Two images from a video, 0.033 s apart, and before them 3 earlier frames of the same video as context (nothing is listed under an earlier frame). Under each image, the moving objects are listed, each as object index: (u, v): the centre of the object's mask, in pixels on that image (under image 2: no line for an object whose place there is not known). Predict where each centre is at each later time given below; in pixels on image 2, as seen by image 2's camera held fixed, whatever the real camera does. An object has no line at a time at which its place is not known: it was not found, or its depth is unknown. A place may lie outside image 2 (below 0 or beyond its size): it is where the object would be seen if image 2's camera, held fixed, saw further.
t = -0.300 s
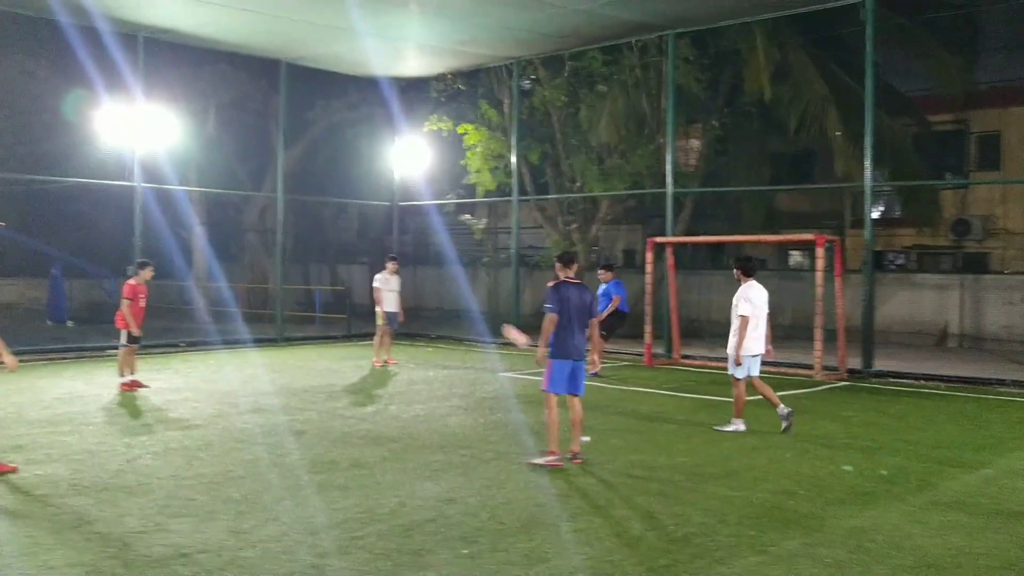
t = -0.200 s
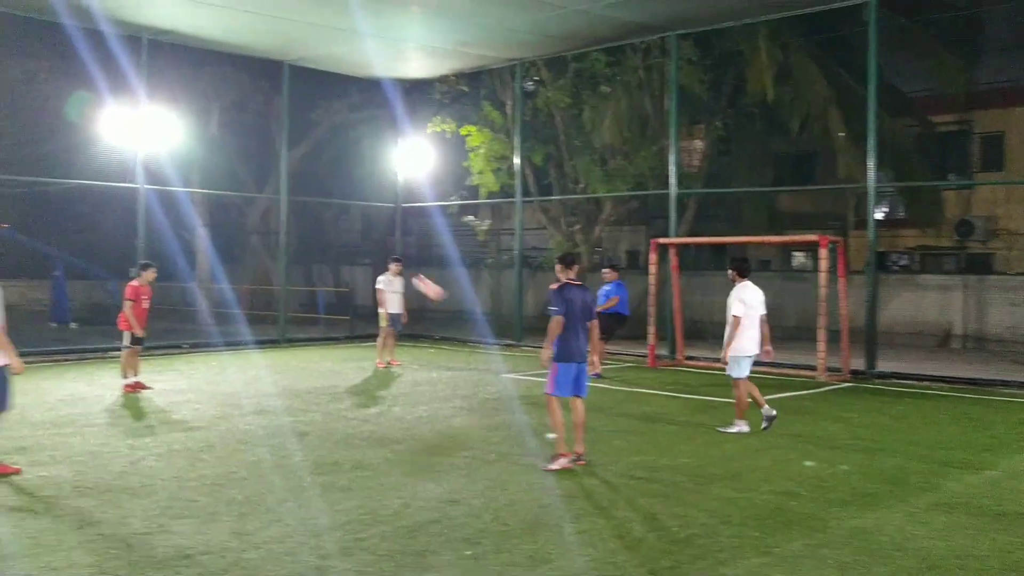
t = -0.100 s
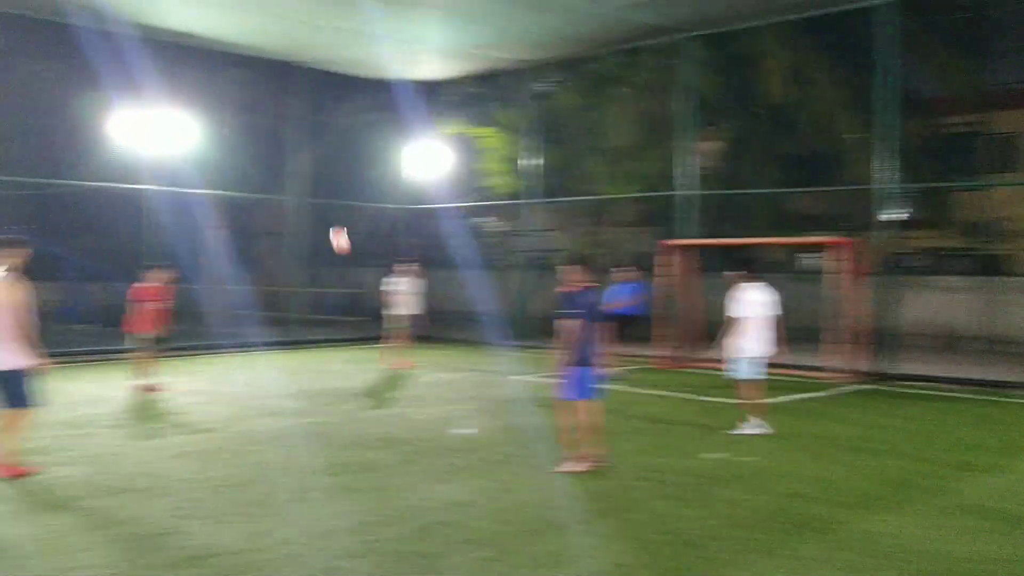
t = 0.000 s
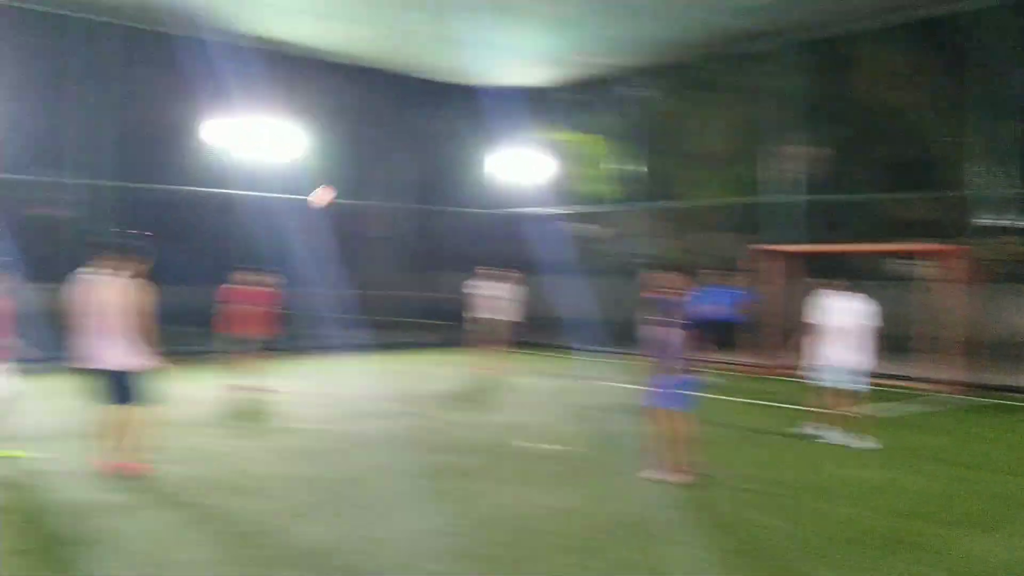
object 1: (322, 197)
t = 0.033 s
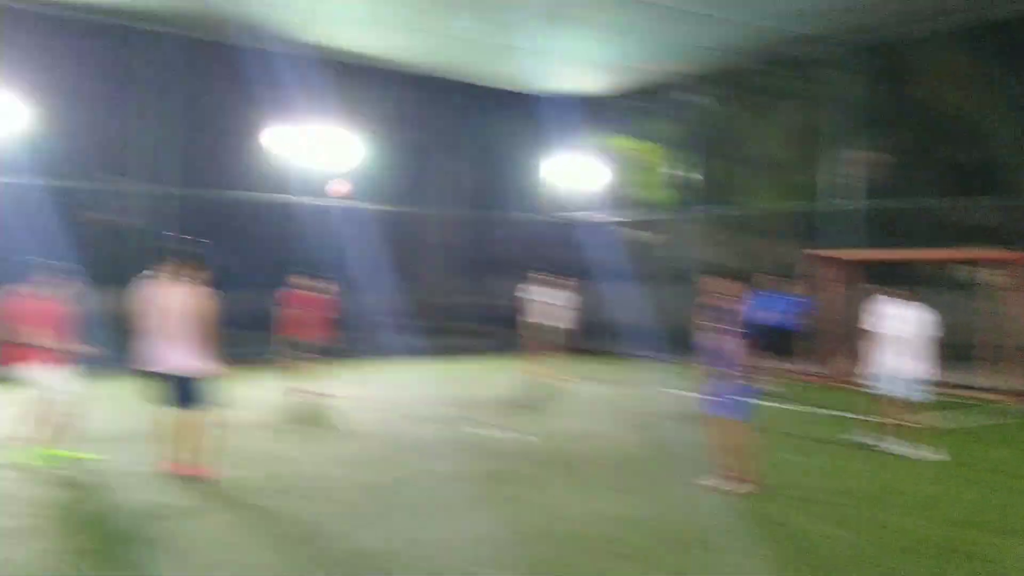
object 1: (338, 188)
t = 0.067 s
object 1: (303, 175)
